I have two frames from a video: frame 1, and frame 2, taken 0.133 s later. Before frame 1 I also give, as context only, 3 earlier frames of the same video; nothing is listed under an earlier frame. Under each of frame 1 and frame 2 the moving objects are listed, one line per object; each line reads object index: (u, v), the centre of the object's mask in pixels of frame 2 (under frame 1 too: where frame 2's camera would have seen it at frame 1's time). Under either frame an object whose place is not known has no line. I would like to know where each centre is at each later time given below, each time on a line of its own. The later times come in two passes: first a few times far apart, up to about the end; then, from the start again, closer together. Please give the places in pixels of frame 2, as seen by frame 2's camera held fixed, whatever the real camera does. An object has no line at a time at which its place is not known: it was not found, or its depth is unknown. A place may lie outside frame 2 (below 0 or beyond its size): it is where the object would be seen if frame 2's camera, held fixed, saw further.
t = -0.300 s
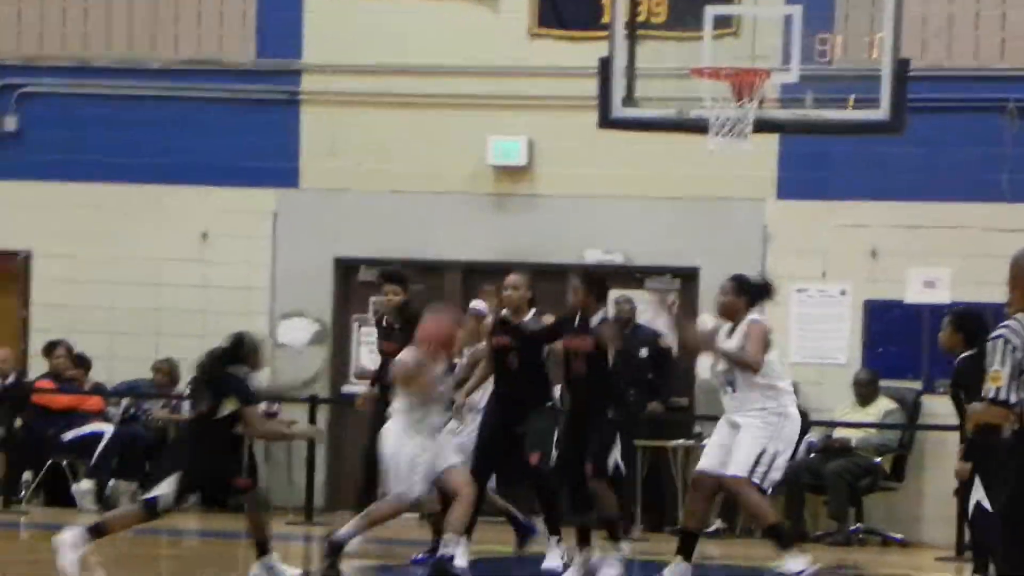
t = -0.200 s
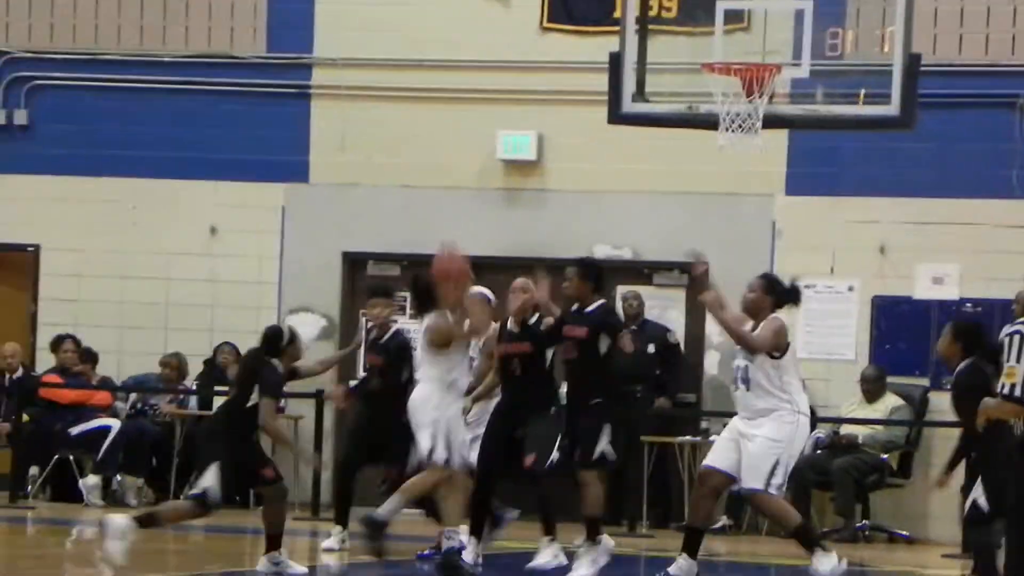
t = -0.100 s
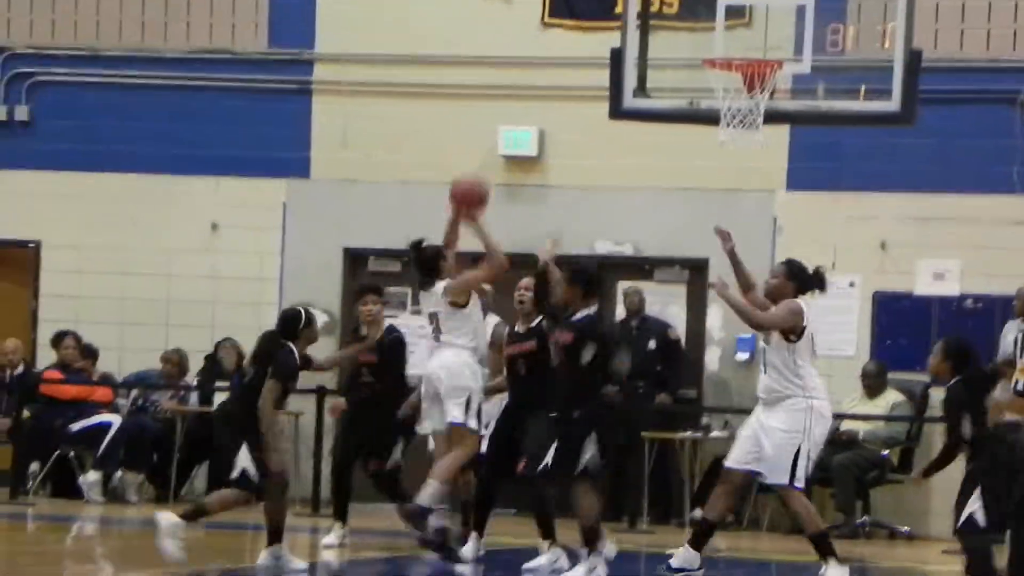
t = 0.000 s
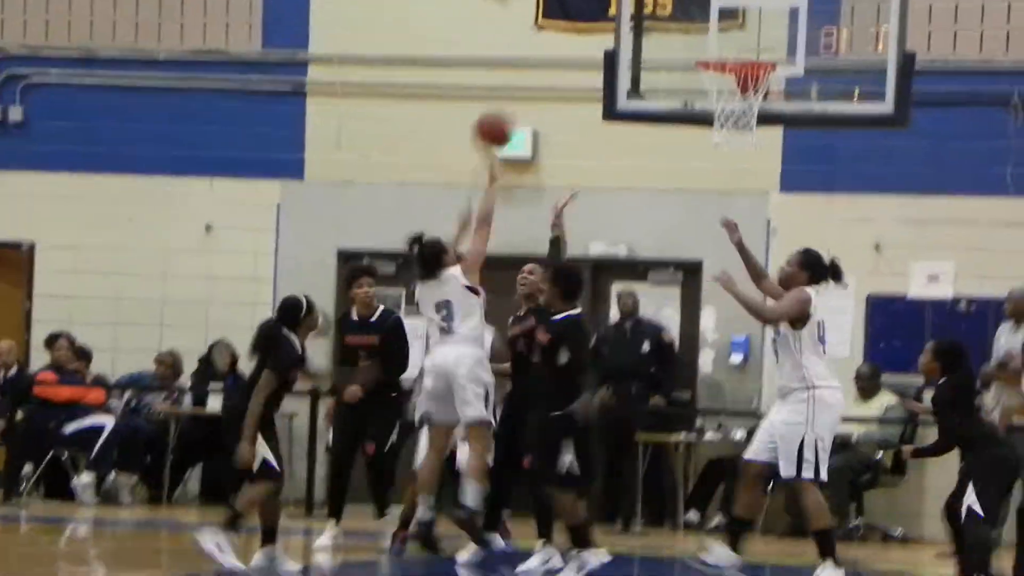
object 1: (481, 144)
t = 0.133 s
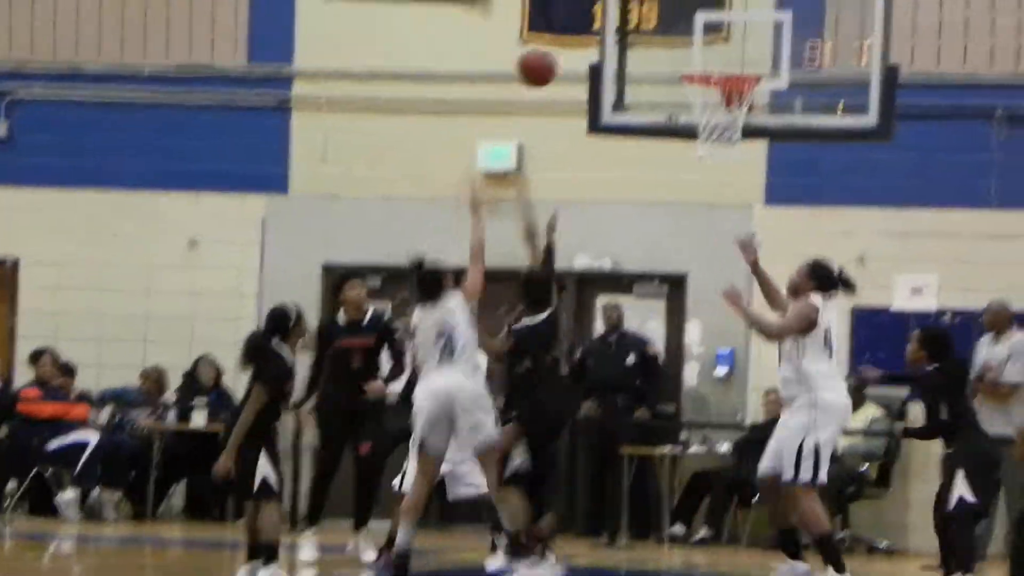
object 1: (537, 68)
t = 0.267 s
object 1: (593, 19)
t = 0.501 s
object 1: (684, 11)
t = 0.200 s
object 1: (565, 38)
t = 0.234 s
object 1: (581, 27)
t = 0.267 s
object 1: (593, 19)
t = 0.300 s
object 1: (608, 13)
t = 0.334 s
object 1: (621, 7)
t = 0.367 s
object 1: (635, 6)
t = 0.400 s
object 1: (647, 5)
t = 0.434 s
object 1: (659, 4)
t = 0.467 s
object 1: (674, 8)
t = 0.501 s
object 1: (684, 11)
